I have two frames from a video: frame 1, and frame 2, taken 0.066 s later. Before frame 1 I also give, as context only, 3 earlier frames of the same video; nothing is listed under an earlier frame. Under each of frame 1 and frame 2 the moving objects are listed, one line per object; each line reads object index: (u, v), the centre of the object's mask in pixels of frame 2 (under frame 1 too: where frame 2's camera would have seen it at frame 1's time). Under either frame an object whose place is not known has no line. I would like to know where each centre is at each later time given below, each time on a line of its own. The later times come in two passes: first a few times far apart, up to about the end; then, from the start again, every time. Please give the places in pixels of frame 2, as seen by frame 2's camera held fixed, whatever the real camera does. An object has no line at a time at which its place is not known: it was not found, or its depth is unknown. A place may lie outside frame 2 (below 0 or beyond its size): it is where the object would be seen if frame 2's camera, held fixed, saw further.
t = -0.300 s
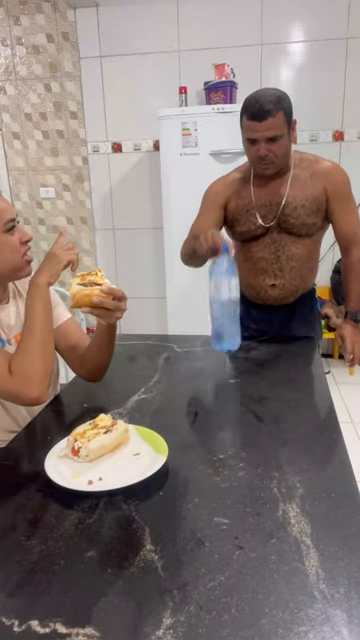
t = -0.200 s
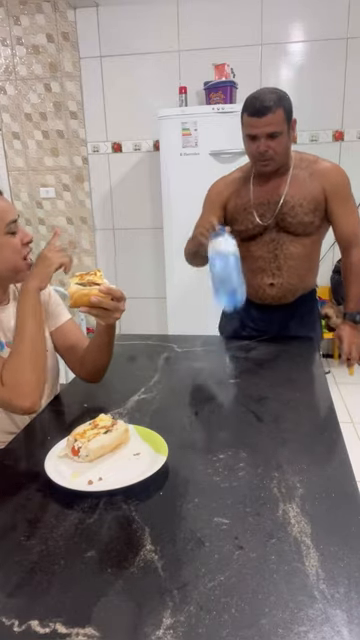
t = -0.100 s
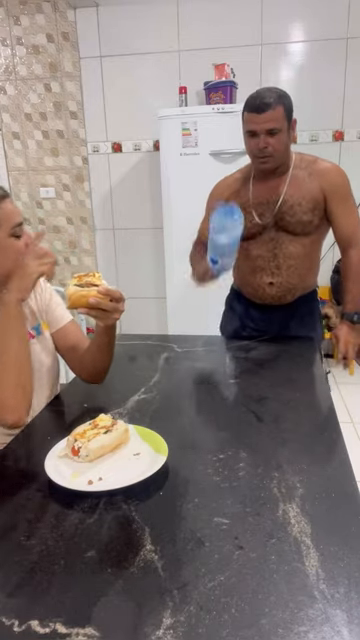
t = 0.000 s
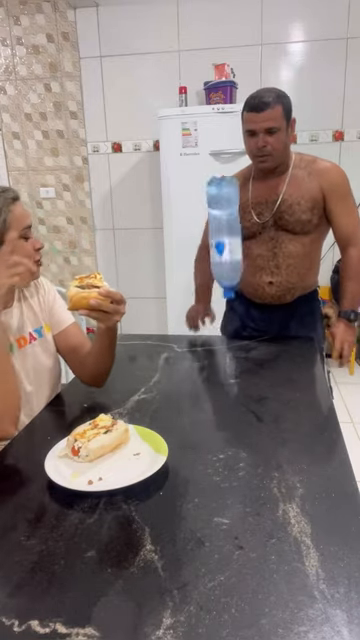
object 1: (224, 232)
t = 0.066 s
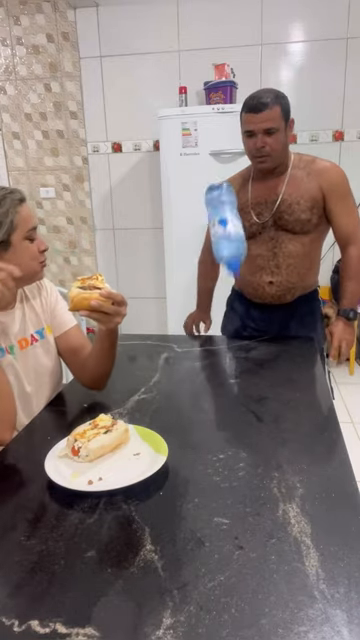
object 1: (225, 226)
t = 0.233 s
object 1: (221, 262)
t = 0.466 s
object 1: (220, 316)
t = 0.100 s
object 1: (225, 224)
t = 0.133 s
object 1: (225, 226)
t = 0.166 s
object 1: (223, 233)
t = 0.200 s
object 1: (222, 245)
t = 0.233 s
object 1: (221, 262)
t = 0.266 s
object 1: (220, 287)
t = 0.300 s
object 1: (218, 315)
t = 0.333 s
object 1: (217, 317)
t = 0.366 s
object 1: (217, 316)
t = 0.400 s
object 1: (218, 315)
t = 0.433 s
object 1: (220, 315)
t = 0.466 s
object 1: (220, 316)
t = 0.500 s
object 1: (221, 318)
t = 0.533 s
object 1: (221, 321)
